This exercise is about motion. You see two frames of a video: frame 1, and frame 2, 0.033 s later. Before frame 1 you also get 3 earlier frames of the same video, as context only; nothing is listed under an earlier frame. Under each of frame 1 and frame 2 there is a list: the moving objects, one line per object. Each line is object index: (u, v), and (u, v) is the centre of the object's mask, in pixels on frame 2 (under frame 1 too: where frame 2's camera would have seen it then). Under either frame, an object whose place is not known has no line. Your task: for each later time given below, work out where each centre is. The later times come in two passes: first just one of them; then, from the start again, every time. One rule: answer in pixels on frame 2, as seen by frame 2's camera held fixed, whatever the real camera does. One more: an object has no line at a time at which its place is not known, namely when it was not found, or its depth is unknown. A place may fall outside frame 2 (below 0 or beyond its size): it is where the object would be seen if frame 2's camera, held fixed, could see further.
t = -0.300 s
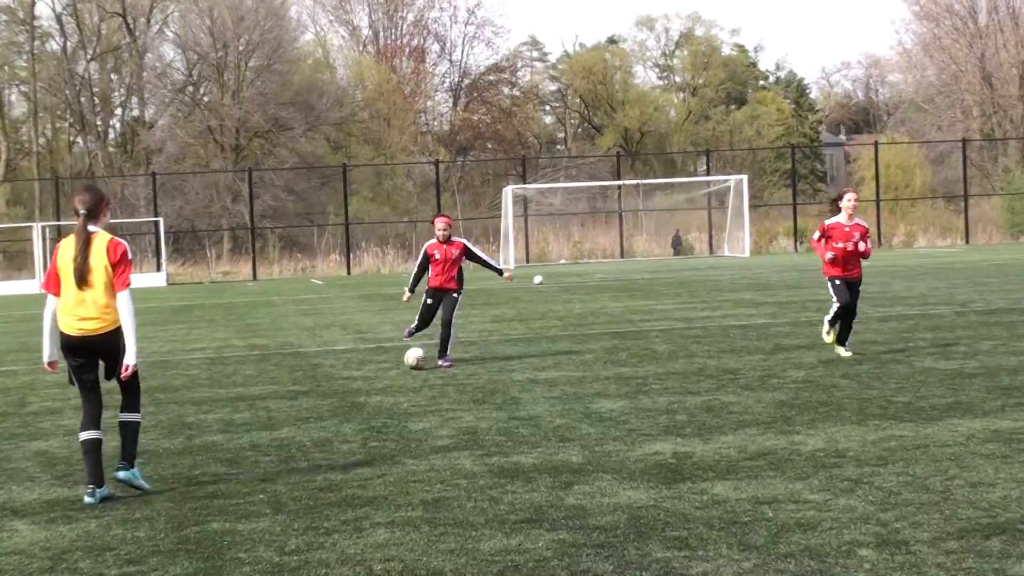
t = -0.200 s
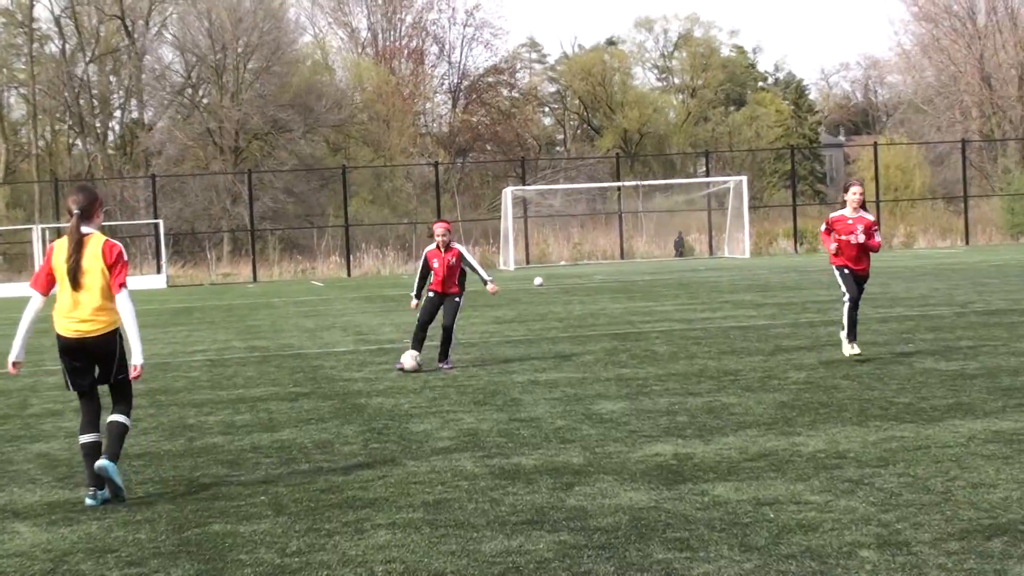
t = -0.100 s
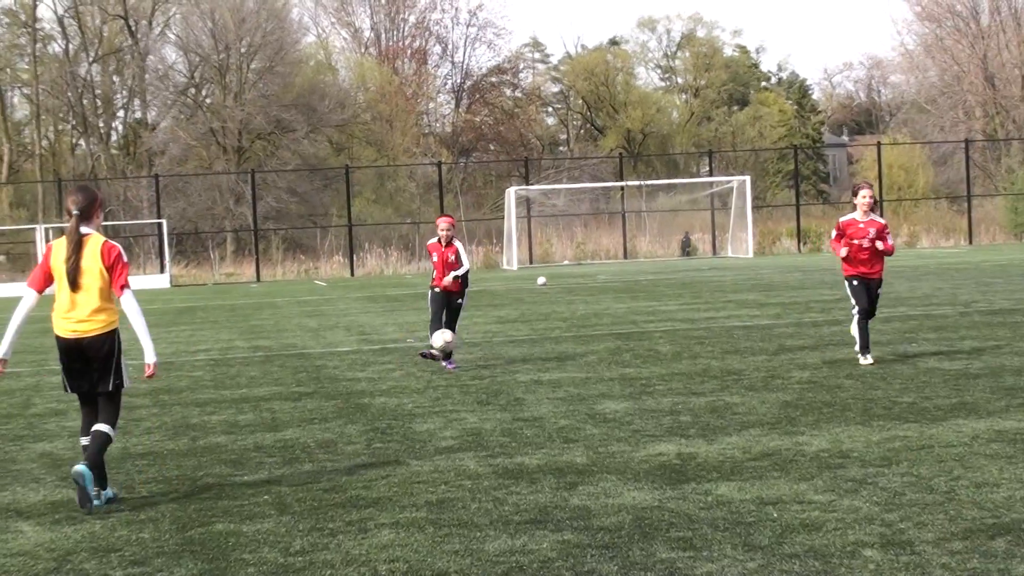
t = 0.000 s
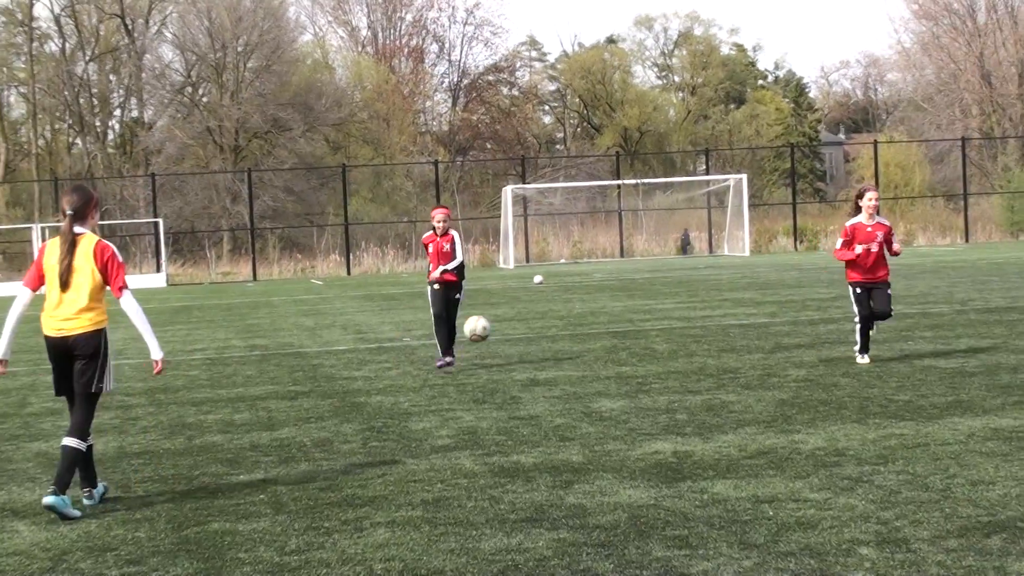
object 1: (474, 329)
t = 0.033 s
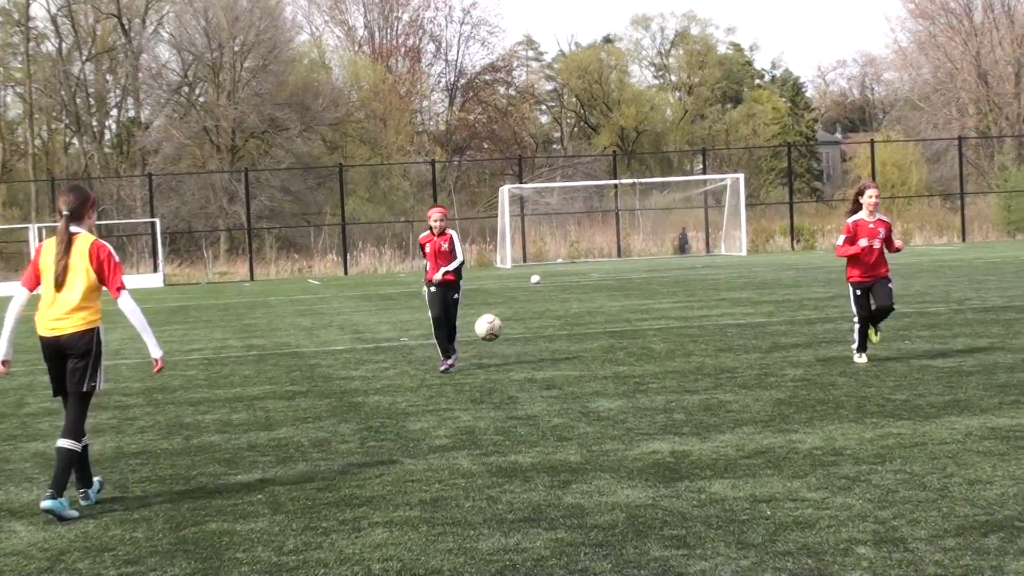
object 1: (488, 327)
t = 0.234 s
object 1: (598, 361)
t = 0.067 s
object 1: (503, 328)
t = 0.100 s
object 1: (519, 331)
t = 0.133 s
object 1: (536, 336)
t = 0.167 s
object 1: (555, 341)
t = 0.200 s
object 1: (575, 350)
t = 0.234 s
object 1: (598, 361)
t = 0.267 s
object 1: (622, 375)
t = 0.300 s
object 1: (648, 392)
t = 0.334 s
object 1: (676, 412)
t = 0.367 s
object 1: (705, 434)
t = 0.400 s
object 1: (729, 427)
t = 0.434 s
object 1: (754, 419)
